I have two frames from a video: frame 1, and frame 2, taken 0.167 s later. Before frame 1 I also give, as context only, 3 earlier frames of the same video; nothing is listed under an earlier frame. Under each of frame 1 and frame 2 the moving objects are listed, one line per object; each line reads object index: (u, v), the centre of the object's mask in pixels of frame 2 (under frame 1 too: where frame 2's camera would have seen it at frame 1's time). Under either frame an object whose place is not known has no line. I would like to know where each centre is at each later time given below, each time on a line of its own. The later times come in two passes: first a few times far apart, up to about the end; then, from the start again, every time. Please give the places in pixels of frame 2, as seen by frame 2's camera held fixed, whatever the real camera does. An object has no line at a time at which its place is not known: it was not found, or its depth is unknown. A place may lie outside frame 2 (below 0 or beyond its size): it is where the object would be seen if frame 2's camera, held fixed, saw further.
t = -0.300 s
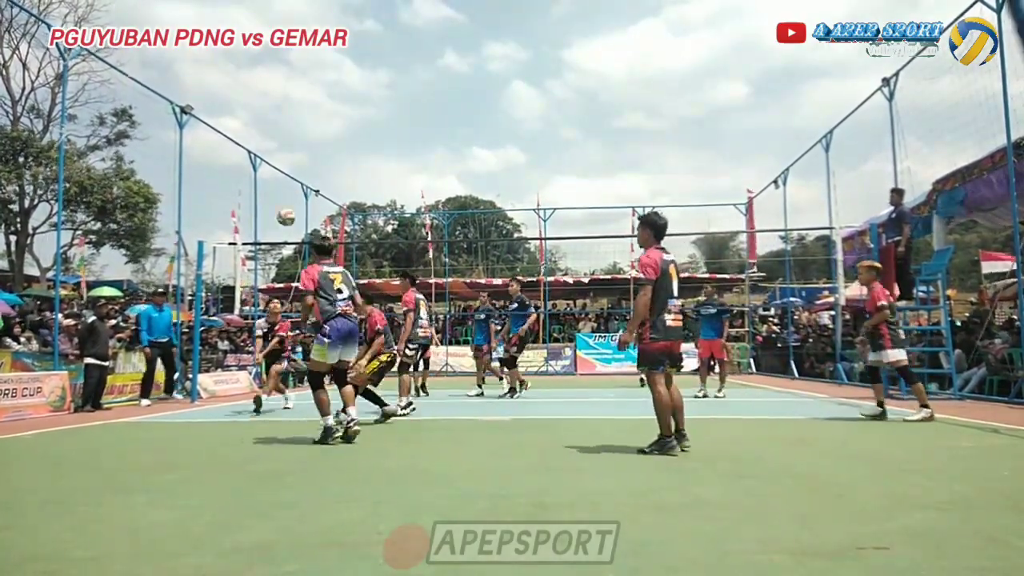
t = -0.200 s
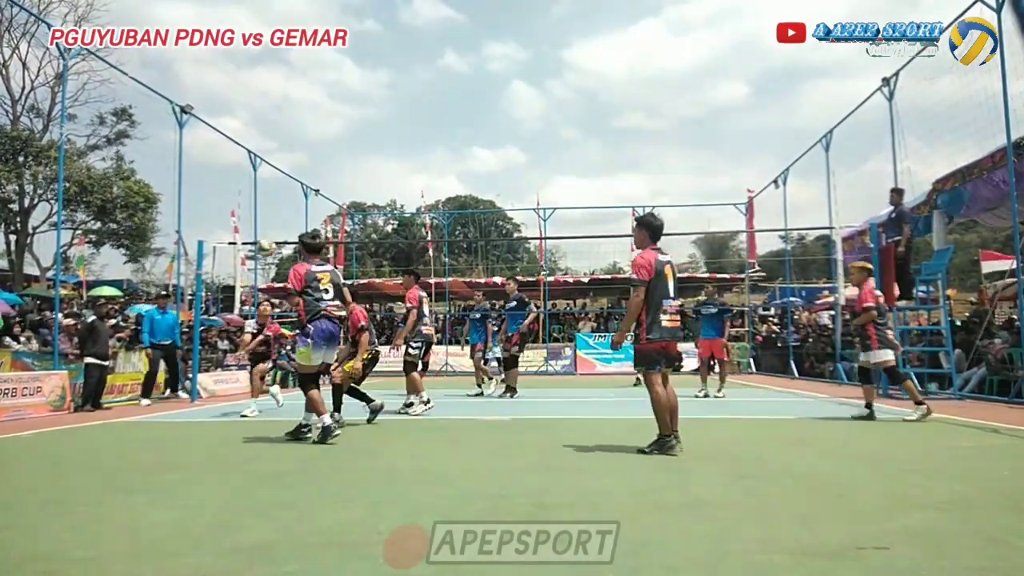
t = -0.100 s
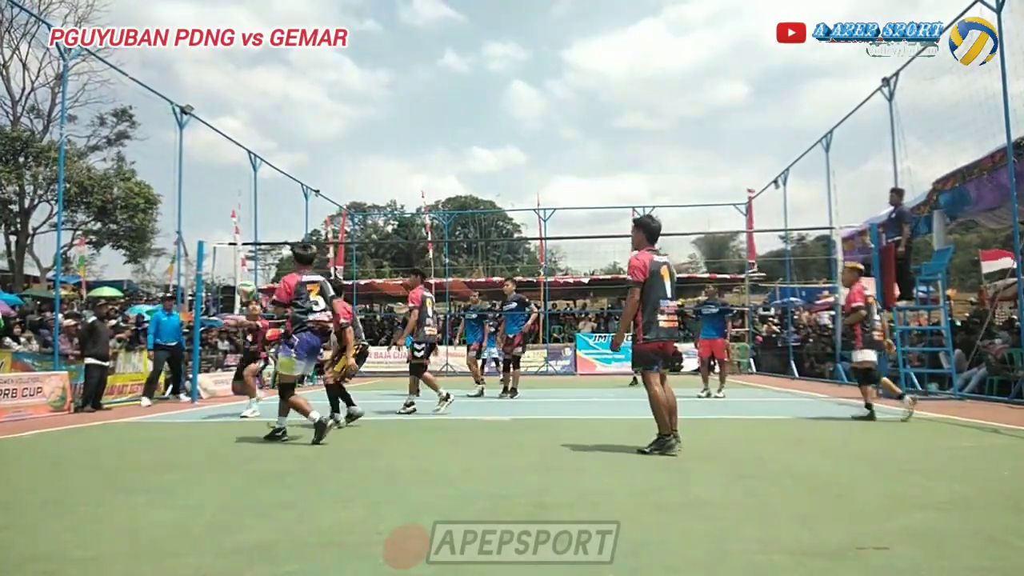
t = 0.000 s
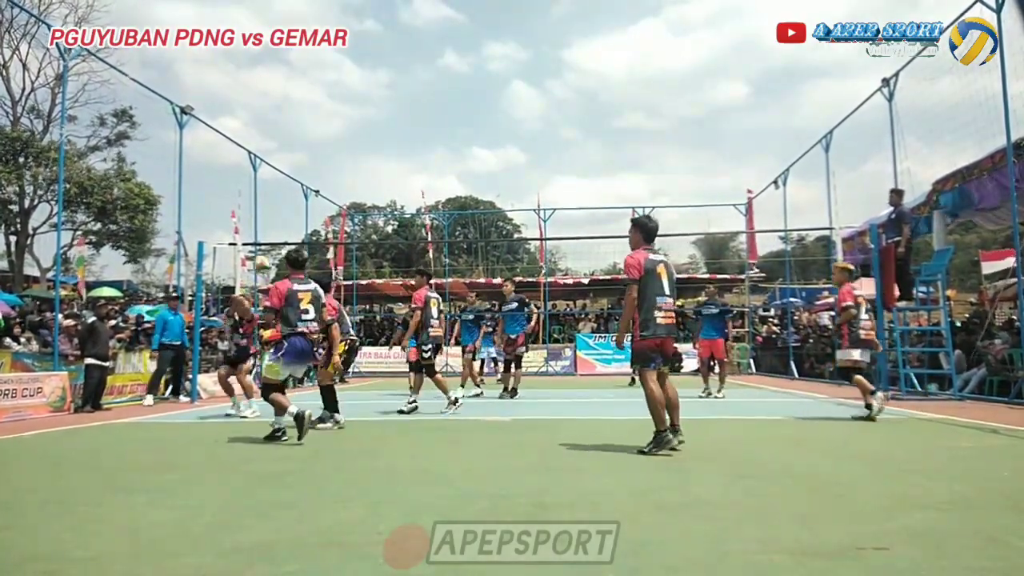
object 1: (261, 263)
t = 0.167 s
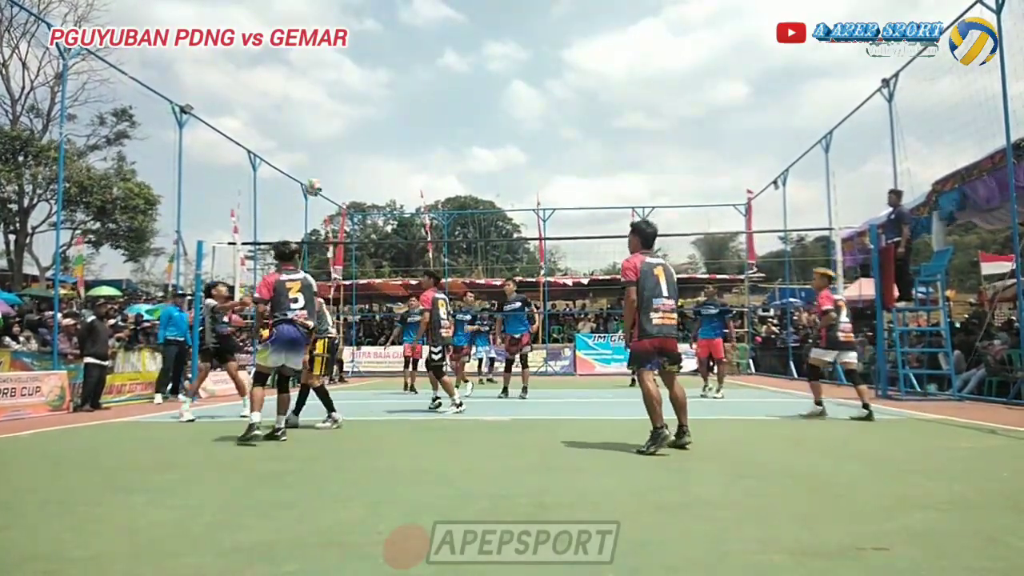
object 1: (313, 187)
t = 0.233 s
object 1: (332, 164)
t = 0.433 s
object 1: (385, 118)
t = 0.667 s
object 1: (442, 105)
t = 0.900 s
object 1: (494, 132)
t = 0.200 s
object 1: (322, 175)
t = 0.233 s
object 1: (332, 164)
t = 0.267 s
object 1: (341, 155)
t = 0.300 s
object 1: (350, 144)
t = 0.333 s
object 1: (358, 137)
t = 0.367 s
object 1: (368, 130)
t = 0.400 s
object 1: (377, 124)
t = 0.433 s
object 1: (385, 118)
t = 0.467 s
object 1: (394, 114)
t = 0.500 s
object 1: (402, 110)
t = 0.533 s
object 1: (410, 109)
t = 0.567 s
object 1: (418, 106)
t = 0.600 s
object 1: (426, 105)
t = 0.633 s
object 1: (434, 105)
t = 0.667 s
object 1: (442, 105)
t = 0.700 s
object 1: (450, 107)
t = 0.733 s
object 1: (458, 109)
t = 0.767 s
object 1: (465, 112)
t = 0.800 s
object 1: (473, 116)
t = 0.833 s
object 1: (480, 121)
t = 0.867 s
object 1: (487, 126)
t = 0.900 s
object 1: (494, 132)
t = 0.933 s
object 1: (502, 138)
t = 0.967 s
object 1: (508, 145)
